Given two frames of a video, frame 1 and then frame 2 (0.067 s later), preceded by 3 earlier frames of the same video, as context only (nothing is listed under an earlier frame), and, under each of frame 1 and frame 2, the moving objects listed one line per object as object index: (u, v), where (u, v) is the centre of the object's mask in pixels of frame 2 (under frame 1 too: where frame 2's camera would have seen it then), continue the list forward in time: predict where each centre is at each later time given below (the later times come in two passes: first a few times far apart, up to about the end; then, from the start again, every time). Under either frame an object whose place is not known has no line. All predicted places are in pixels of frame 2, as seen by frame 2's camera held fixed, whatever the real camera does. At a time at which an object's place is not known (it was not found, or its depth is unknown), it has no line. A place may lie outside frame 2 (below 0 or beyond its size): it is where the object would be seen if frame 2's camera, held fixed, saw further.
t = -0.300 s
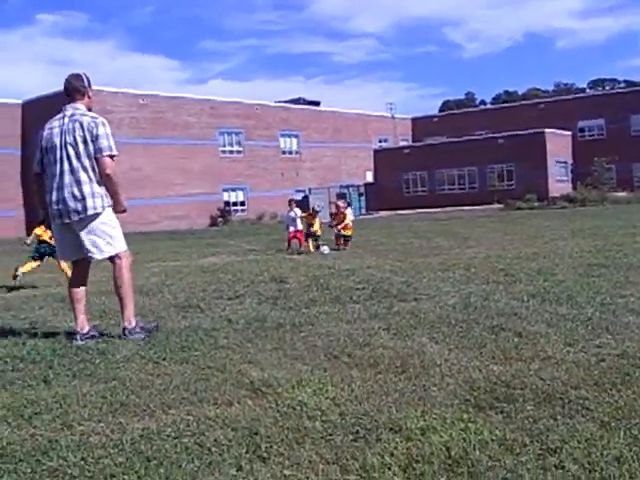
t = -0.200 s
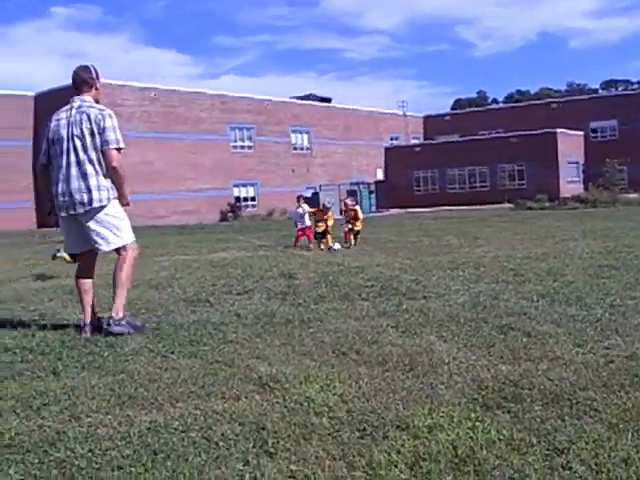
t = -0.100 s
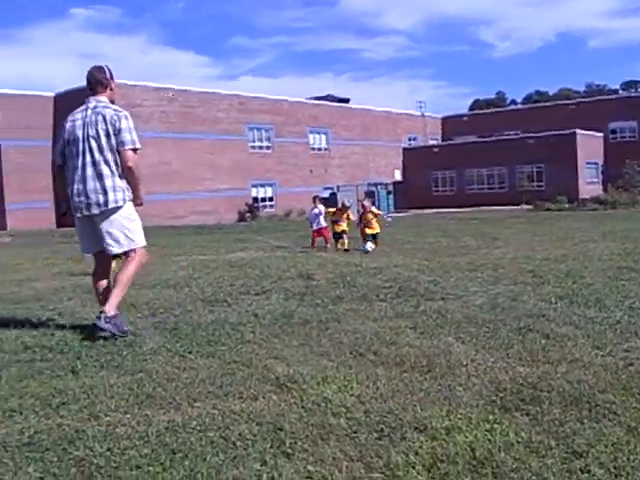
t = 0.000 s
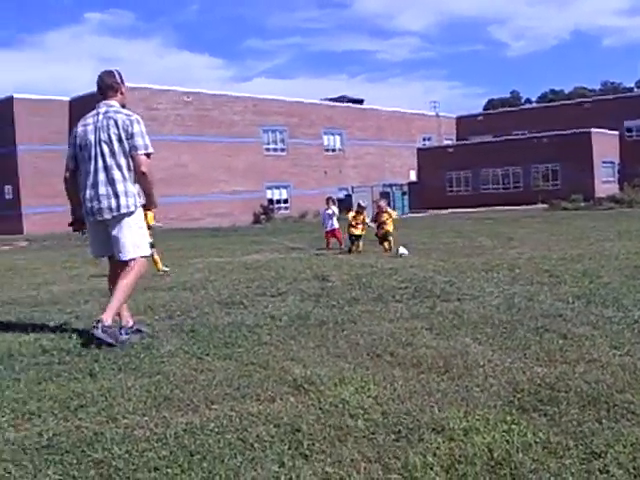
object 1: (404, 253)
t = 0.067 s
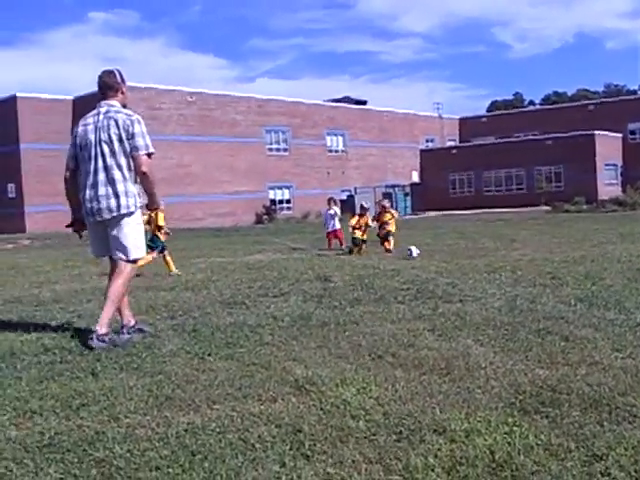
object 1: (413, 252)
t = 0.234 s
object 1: (430, 247)
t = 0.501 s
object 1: (462, 255)
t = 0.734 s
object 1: (490, 259)
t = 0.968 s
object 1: (522, 262)
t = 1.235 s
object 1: (561, 268)
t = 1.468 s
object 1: (596, 272)
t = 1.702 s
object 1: (628, 276)
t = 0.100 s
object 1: (416, 250)
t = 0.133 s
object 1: (419, 248)
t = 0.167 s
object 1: (423, 247)
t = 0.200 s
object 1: (427, 246)
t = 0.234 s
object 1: (430, 247)
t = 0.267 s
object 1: (434, 249)
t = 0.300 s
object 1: (437, 249)
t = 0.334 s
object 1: (442, 252)
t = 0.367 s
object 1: (446, 256)
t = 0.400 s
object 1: (450, 259)
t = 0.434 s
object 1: (454, 256)
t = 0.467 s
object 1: (458, 256)
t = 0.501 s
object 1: (462, 255)
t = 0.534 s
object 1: (465, 256)
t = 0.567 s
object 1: (470, 257)
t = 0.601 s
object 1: (474, 259)
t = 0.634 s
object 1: (479, 260)
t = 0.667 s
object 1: (482, 260)
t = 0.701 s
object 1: (486, 259)
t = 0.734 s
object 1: (490, 259)
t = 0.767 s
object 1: (496, 258)
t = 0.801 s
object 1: (500, 260)
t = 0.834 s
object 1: (503, 262)
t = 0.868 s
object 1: (509, 264)
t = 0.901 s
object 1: (513, 262)
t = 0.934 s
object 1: (517, 263)
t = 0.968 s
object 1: (522, 262)
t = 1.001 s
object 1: (526, 263)
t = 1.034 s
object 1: (532, 265)
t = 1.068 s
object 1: (537, 267)
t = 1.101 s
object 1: (542, 266)
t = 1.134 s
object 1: (546, 266)
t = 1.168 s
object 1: (551, 267)
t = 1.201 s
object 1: (556, 268)
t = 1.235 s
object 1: (561, 268)
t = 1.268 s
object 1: (566, 269)
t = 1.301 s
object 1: (570, 269)
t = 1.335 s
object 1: (575, 270)
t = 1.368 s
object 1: (581, 270)
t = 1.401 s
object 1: (587, 271)
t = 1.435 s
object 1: (592, 272)
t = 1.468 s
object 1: (596, 272)
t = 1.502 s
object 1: (600, 273)
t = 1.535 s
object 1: (606, 273)
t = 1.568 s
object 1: (611, 273)
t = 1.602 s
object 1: (616, 273)
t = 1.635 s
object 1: (620, 275)
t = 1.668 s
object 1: (625, 275)
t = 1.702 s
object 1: (628, 276)
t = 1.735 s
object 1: (635, 275)
